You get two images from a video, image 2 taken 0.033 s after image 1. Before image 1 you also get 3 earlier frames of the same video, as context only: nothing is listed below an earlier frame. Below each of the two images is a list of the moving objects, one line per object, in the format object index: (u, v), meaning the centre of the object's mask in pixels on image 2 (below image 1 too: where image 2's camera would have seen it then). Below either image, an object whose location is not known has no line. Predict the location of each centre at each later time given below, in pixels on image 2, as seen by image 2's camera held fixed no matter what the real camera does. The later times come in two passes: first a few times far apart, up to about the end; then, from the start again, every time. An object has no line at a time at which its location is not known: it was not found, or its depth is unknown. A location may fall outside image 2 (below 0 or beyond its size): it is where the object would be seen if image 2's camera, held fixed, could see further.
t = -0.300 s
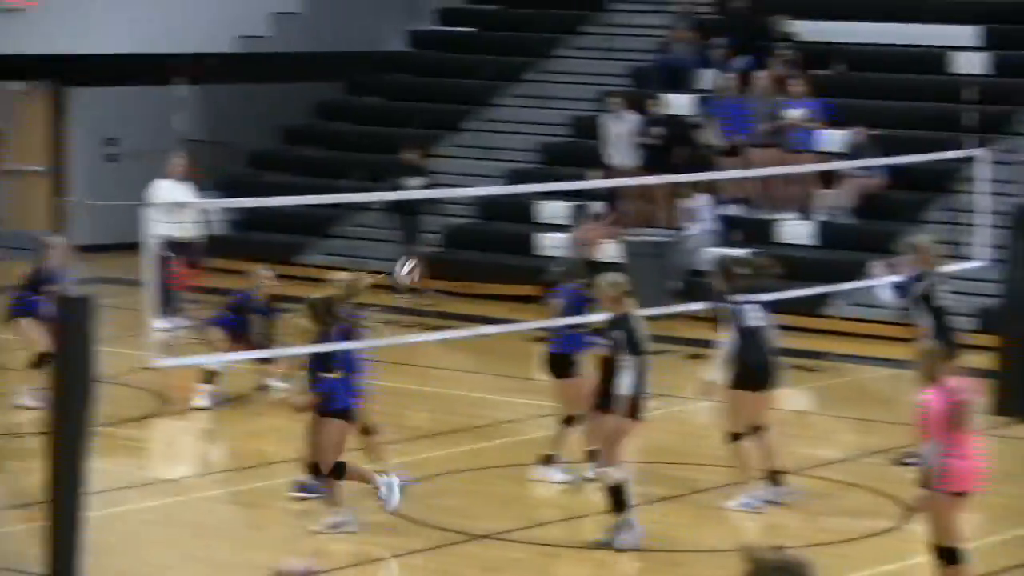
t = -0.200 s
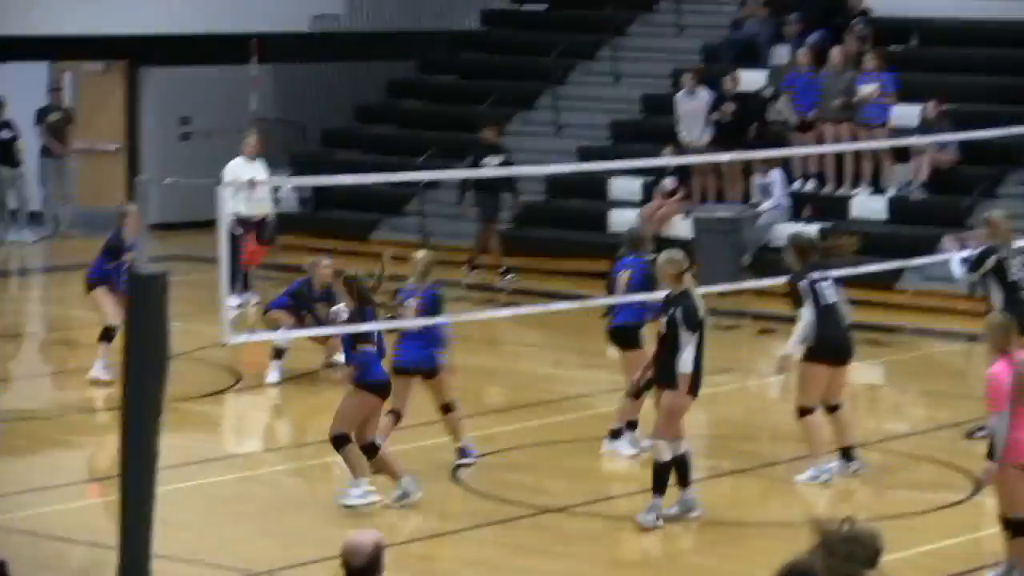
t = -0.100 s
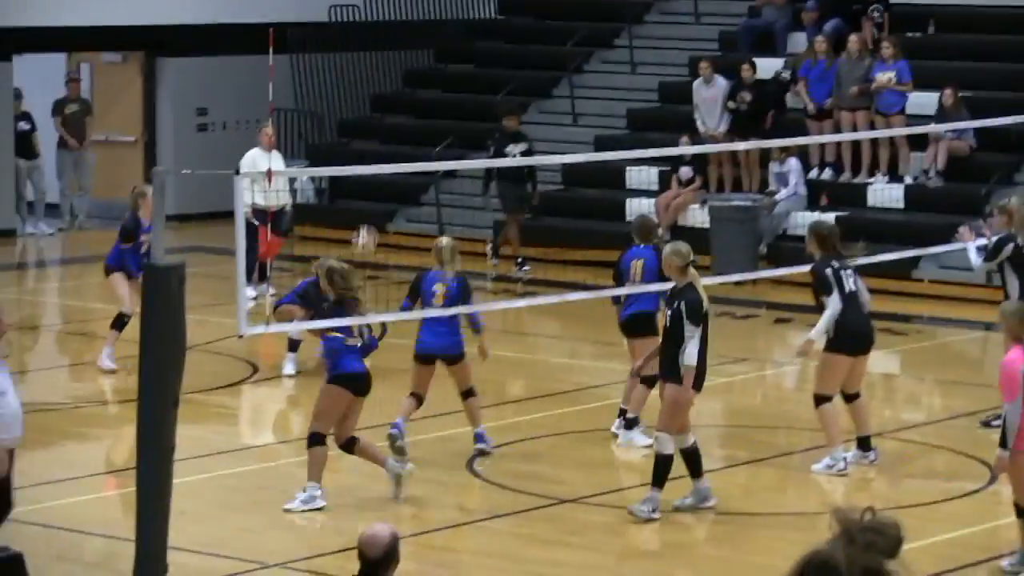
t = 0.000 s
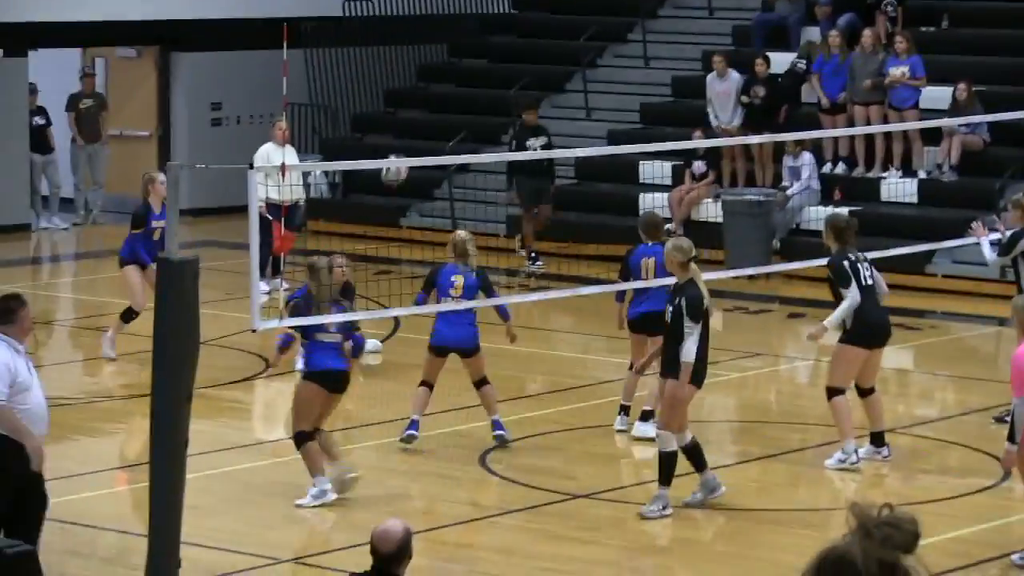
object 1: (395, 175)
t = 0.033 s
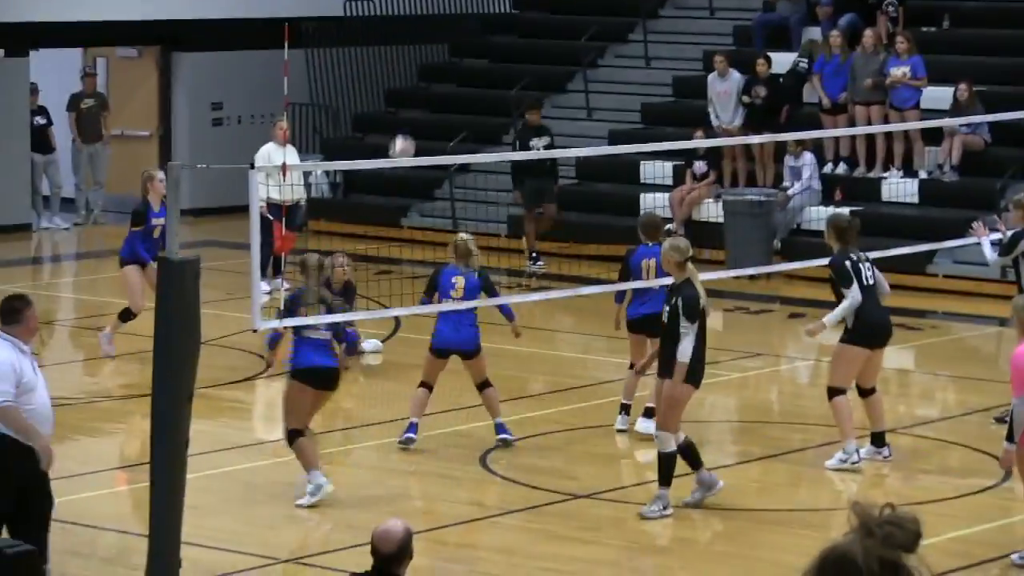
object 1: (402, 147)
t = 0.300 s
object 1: (445, 36)
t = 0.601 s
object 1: (492, 7)
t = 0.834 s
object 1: (528, 62)
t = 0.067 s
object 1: (407, 131)
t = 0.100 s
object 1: (412, 114)
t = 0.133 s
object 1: (418, 98)
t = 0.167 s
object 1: (424, 83)
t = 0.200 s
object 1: (429, 69)
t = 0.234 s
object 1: (434, 57)
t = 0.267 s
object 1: (440, 45)
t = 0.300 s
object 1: (445, 36)
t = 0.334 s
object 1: (450, 27)
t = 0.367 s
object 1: (455, 20)
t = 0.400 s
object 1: (461, 14)
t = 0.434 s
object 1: (466, 10)
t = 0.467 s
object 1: (471, 6)
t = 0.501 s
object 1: (476, 5)
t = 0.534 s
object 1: (482, 4)
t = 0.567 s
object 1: (487, 5)
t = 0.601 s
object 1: (492, 7)
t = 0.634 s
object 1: (497, 10)
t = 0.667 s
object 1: (502, 15)
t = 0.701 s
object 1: (507, 22)
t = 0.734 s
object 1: (512, 29)
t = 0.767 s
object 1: (518, 38)
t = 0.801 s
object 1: (523, 49)
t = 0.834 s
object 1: (528, 62)
